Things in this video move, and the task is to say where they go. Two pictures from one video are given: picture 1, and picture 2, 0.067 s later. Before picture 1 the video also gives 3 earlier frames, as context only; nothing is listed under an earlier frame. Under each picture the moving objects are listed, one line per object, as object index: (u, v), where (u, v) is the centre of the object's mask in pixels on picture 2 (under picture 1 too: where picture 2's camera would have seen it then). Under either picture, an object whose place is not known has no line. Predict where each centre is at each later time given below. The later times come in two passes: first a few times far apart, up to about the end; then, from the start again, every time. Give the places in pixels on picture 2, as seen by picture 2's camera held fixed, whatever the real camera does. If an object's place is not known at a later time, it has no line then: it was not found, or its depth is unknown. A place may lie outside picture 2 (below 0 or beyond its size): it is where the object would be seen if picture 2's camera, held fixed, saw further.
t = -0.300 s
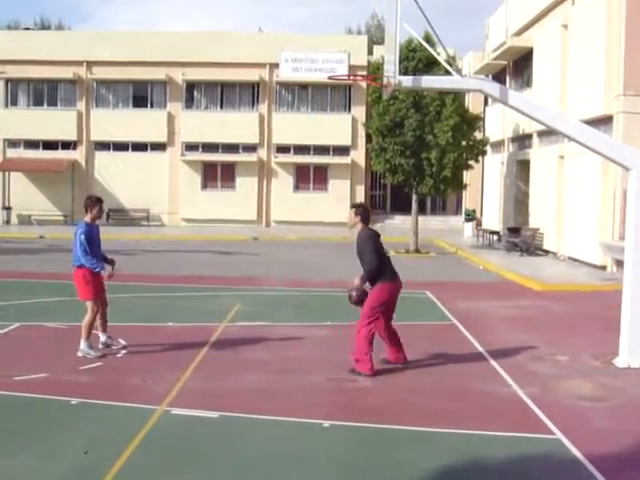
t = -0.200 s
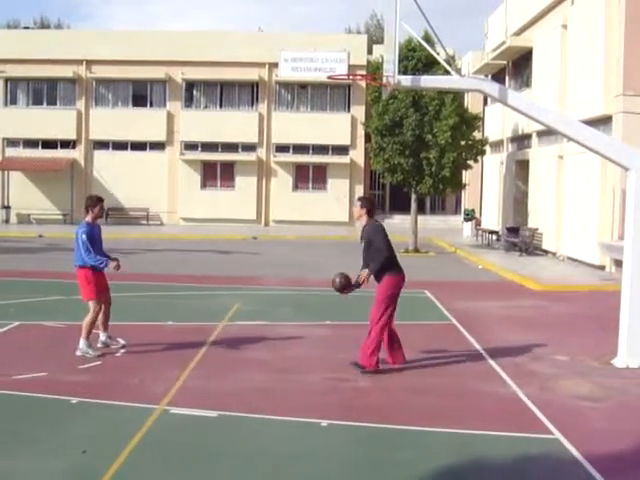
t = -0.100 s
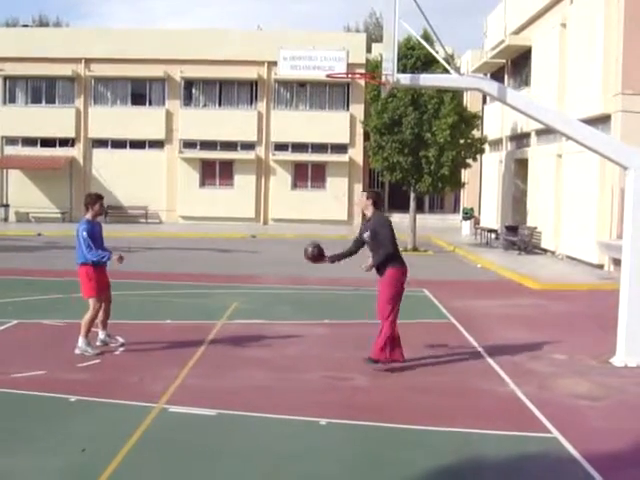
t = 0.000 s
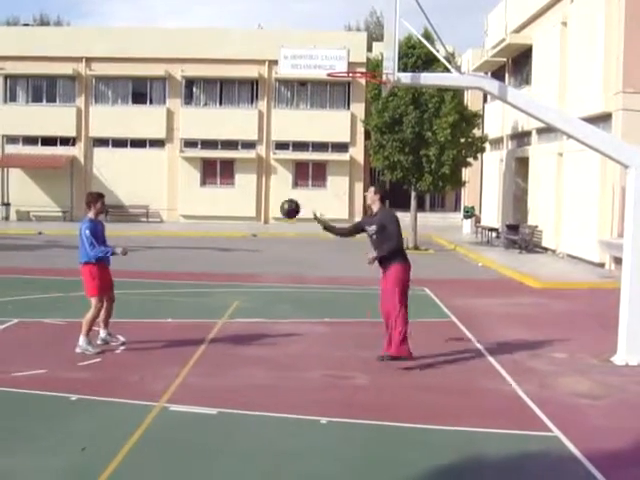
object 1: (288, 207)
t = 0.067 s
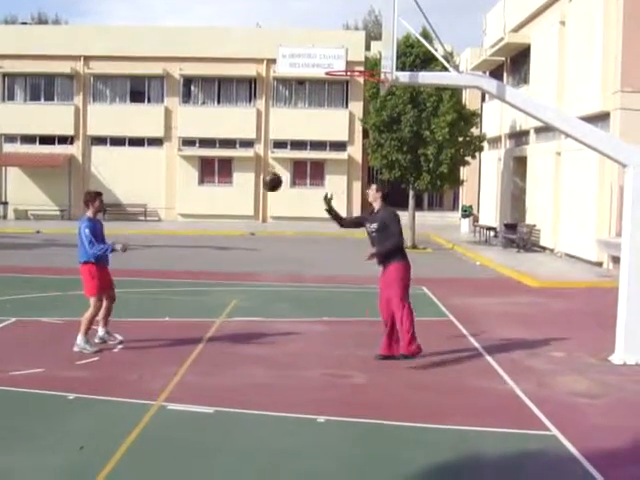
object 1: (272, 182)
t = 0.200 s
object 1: (239, 143)
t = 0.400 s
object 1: (190, 115)
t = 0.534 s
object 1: (157, 118)
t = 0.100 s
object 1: (264, 170)
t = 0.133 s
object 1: (255, 160)
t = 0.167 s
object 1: (247, 151)
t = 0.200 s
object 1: (239, 143)
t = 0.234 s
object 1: (231, 136)
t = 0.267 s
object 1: (223, 130)
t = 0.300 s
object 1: (215, 125)
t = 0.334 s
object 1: (206, 120)
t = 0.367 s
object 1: (198, 117)
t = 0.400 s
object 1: (190, 115)
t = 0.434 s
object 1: (182, 114)
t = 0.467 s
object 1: (174, 115)
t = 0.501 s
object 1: (165, 116)
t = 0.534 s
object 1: (157, 118)
